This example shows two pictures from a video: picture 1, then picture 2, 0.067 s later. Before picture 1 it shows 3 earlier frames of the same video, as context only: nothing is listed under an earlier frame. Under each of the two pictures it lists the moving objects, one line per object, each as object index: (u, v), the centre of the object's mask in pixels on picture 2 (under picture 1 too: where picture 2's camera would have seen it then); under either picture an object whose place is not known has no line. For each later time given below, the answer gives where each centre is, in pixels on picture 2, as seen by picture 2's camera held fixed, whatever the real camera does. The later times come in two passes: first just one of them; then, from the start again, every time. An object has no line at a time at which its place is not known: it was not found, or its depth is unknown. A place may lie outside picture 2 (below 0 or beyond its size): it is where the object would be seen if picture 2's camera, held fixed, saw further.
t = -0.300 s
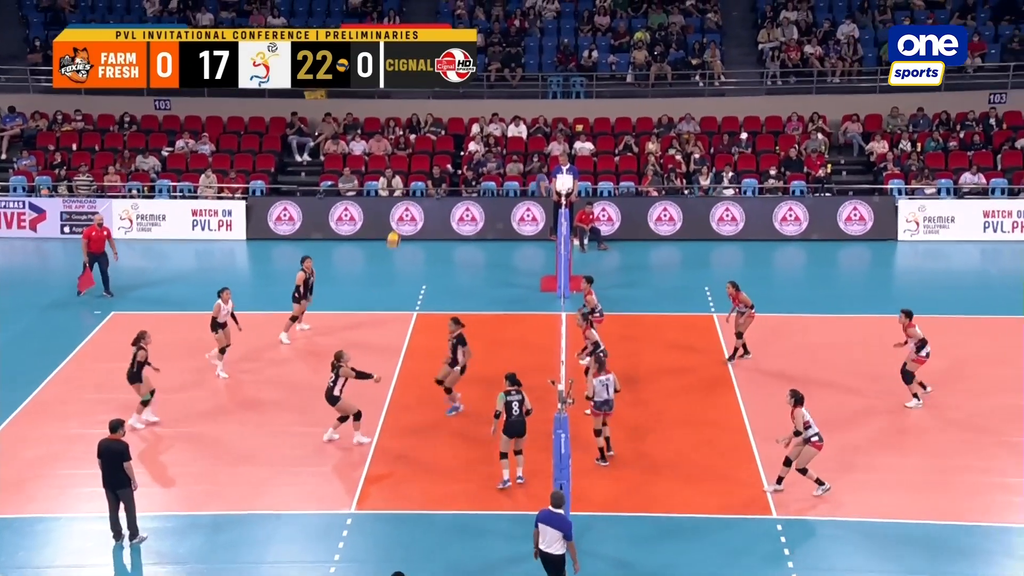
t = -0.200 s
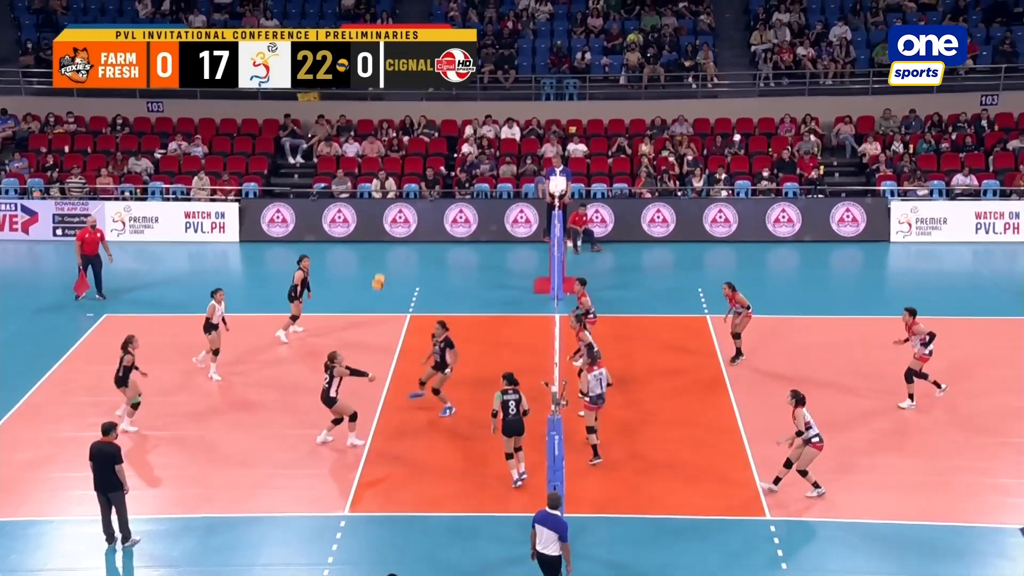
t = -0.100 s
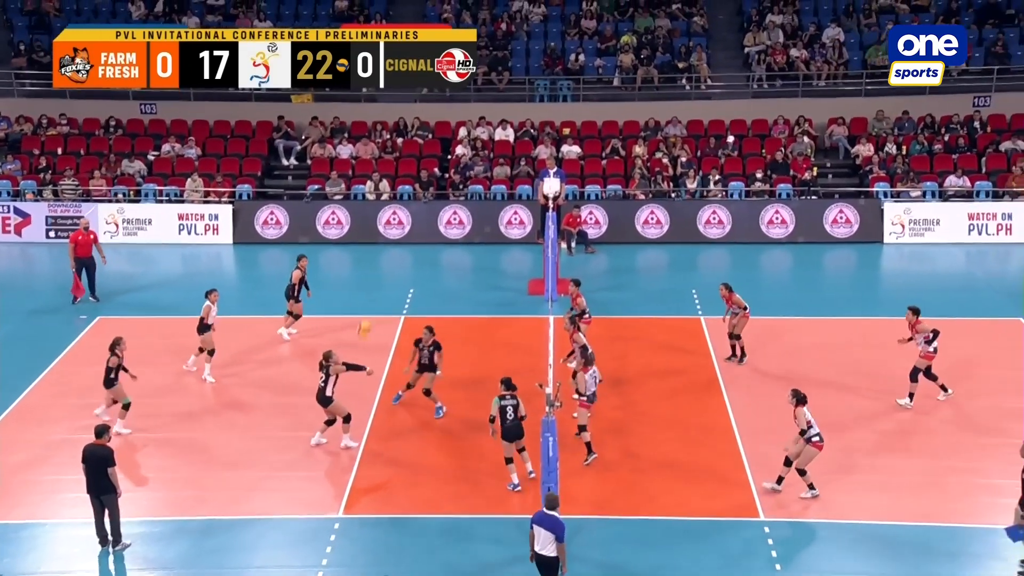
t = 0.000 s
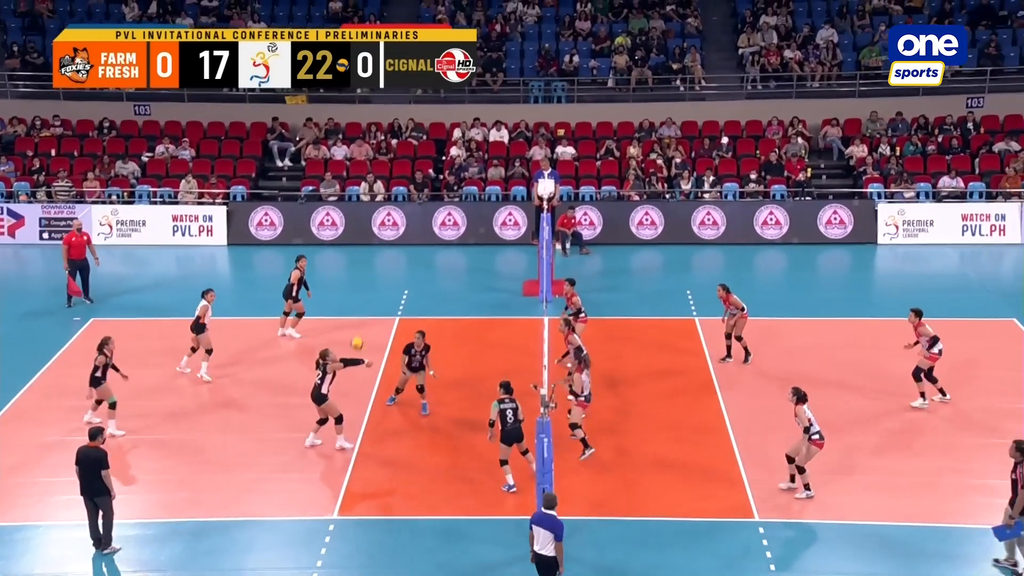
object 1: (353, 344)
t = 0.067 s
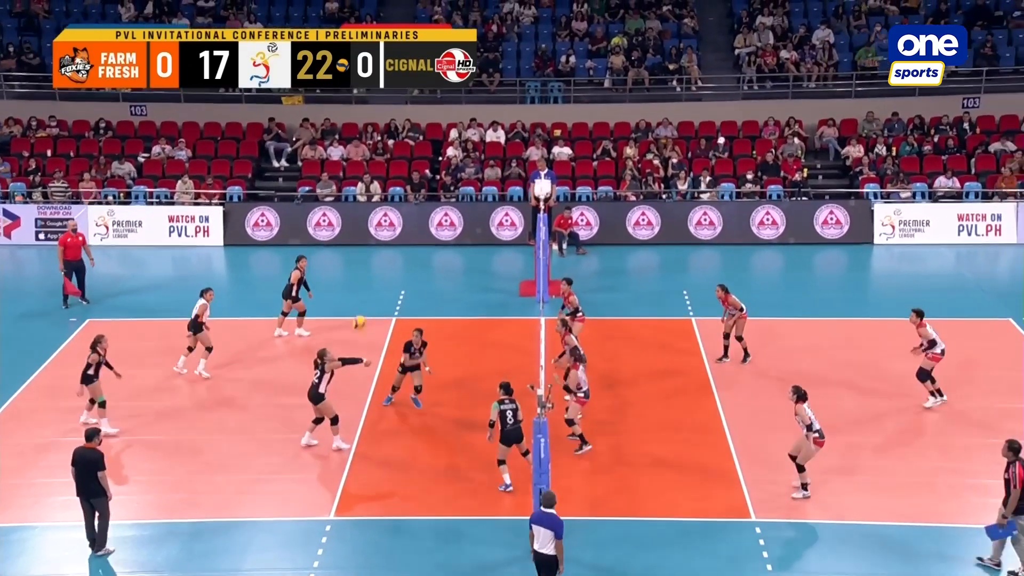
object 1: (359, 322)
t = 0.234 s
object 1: (374, 281)
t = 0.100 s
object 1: (362, 313)
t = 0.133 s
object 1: (365, 304)
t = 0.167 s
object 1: (367, 295)
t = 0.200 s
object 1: (371, 288)
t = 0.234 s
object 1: (374, 281)
